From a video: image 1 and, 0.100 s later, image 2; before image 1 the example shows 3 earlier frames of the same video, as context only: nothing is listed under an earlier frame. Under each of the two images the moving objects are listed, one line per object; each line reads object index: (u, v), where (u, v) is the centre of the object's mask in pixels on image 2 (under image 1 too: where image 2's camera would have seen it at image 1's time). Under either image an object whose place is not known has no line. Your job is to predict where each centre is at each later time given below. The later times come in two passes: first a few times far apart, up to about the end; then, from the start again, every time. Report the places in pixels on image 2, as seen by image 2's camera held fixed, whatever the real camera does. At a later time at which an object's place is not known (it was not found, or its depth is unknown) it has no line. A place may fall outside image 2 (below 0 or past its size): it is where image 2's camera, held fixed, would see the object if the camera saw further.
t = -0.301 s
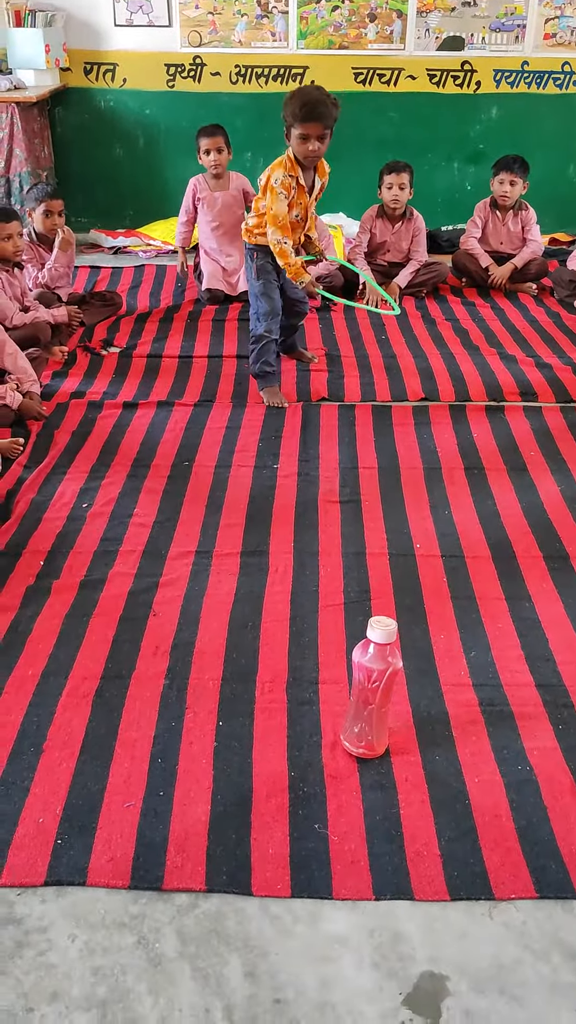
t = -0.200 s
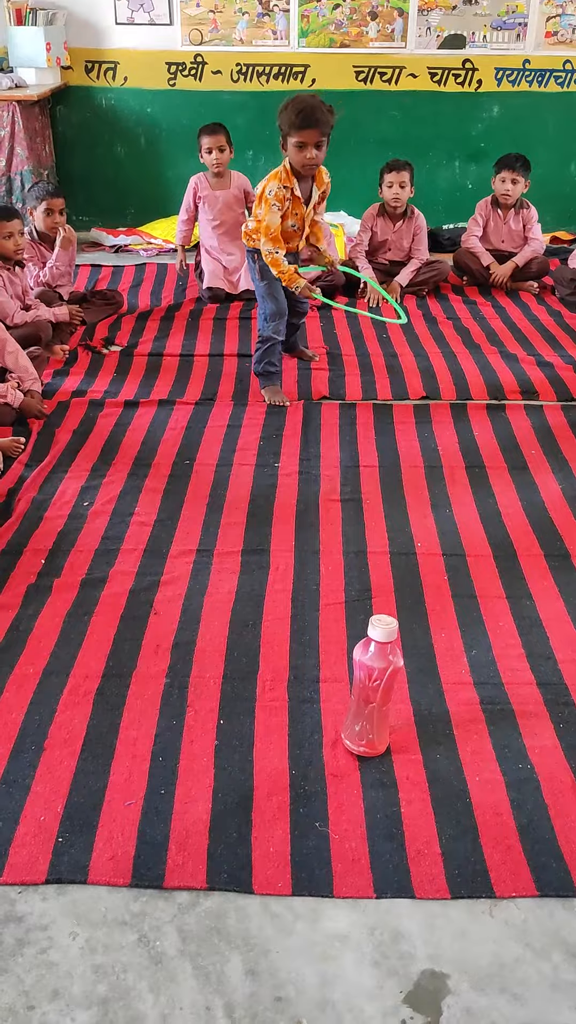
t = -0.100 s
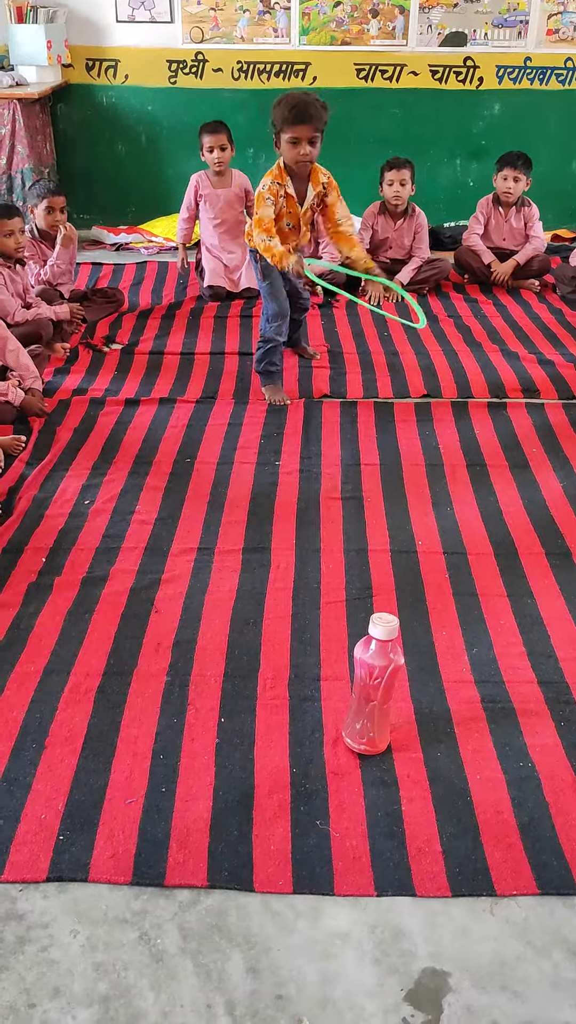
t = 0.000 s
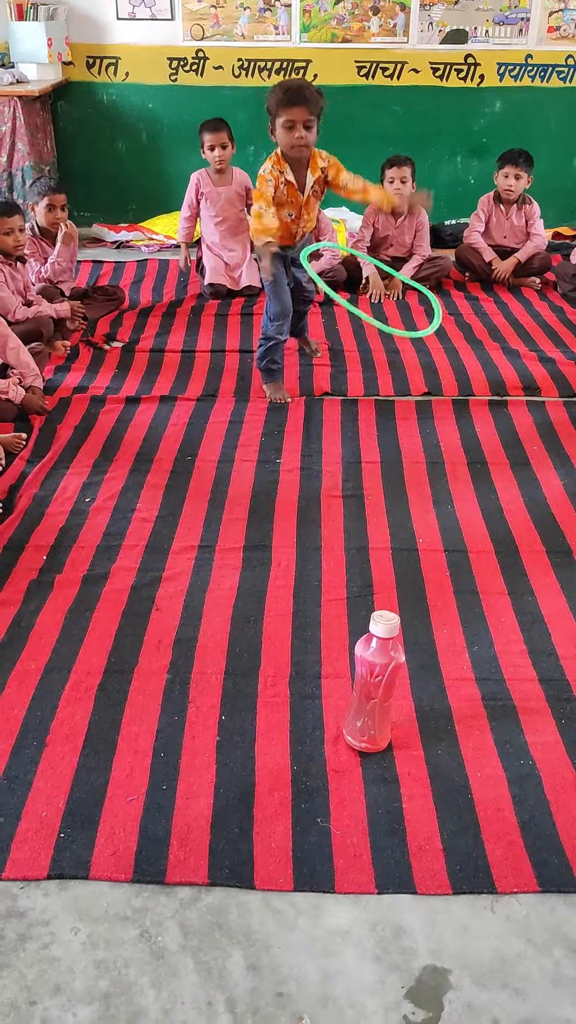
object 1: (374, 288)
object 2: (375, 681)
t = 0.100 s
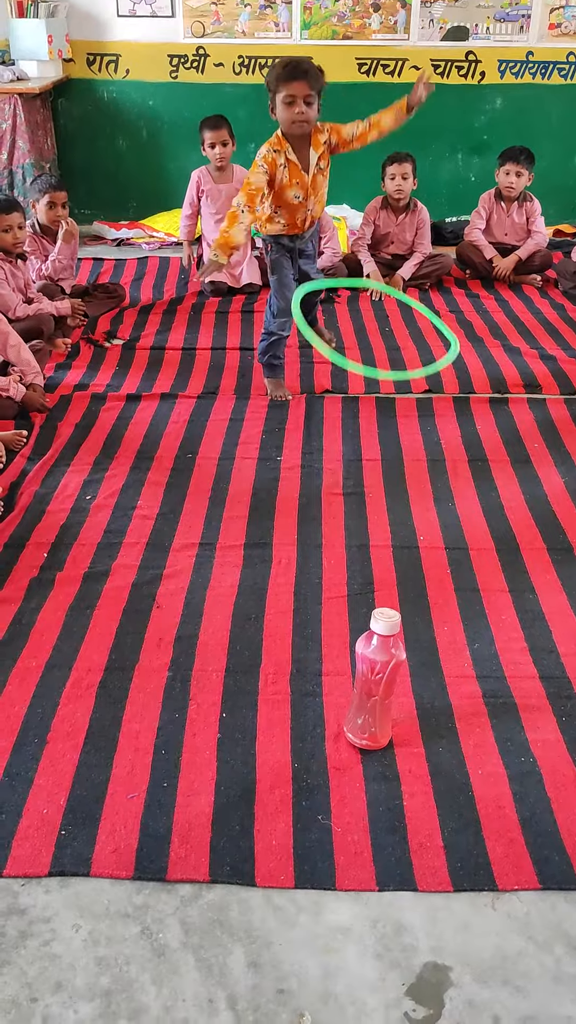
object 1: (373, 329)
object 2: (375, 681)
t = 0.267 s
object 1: (377, 520)
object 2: (375, 681)
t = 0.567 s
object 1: (375, 680)
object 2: (353, 787)
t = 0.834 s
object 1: (359, 702)
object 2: (351, 788)
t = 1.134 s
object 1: (359, 709)
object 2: (352, 788)
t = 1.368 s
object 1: (359, 709)
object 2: (352, 788)
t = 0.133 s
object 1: (372, 354)
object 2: (375, 681)
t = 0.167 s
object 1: (373, 385)
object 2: (375, 681)
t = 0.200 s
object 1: (373, 423)
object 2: (375, 681)
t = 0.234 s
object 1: (375, 467)
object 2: (375, 681)
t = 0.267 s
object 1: (377, 520)
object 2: (375, 681)
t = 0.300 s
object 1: (382, 574)
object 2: (375, 683)
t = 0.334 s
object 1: (401, 615)
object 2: (372, 695)
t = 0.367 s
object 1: (403, 665)
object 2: (369, 710)
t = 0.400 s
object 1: (387, 668)
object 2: (366, 728)
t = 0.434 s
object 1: (386, 677)
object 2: (361, 760)
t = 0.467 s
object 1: (386, 683)
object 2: (357, 785)
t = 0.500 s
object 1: (384, 676)
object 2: (353, 800)
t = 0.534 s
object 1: (379, 674)
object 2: (354, 786)
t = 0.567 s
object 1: (375, 680)
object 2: (353, 787)
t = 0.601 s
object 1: (372, 684)
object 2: (352, 788)
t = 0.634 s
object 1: (367, 687)
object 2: (351, 789)
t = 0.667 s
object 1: (363, 695)
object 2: (351, 789)
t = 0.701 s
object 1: (362, 706)
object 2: (351, 789)
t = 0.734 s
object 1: (359, 705)
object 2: (350, 789)
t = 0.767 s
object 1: (362, 706)
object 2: (350, 789)
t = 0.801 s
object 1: (363, 702)
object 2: (350, 788)
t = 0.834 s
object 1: (359, 702)
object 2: (351, 788)
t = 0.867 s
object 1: (359, 702)
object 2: (351, 788)
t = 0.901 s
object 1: (360, 705)
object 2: (351, 788)
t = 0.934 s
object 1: (358, 708)
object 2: (352, 789)
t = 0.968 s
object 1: (359, 709)
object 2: (353, 789)
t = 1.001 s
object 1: (359, 708)
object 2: (353, 789)
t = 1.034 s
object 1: (360, 708)
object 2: (353, 789)
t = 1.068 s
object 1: (360, 709)
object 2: (353, 789)
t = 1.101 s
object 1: (359, 709)
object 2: (352, 788)
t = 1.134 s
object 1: (359, 709)
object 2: (352, 788)
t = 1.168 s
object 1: (360, 709)
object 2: (352, 788)
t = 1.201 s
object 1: (359, 709)
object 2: (352, 788)
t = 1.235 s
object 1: (359, 709)
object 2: (352, 788)
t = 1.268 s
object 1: (359, 709)
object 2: (352, 788)
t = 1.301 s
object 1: (359, 709)
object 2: (351, 788)
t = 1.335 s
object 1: (359, 708)
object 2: (352, 788)
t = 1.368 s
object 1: (359, 709)
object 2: (352, 788)
